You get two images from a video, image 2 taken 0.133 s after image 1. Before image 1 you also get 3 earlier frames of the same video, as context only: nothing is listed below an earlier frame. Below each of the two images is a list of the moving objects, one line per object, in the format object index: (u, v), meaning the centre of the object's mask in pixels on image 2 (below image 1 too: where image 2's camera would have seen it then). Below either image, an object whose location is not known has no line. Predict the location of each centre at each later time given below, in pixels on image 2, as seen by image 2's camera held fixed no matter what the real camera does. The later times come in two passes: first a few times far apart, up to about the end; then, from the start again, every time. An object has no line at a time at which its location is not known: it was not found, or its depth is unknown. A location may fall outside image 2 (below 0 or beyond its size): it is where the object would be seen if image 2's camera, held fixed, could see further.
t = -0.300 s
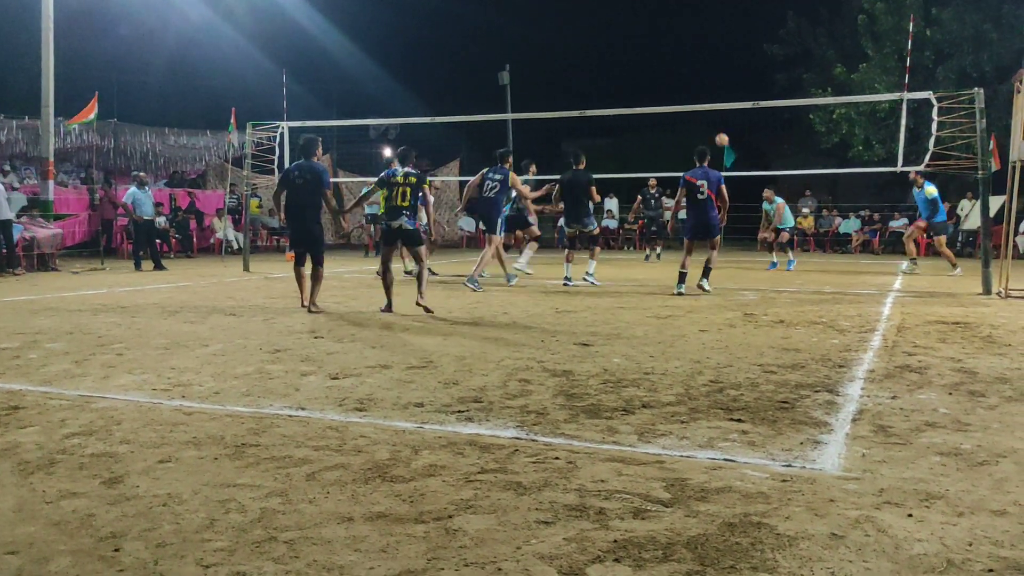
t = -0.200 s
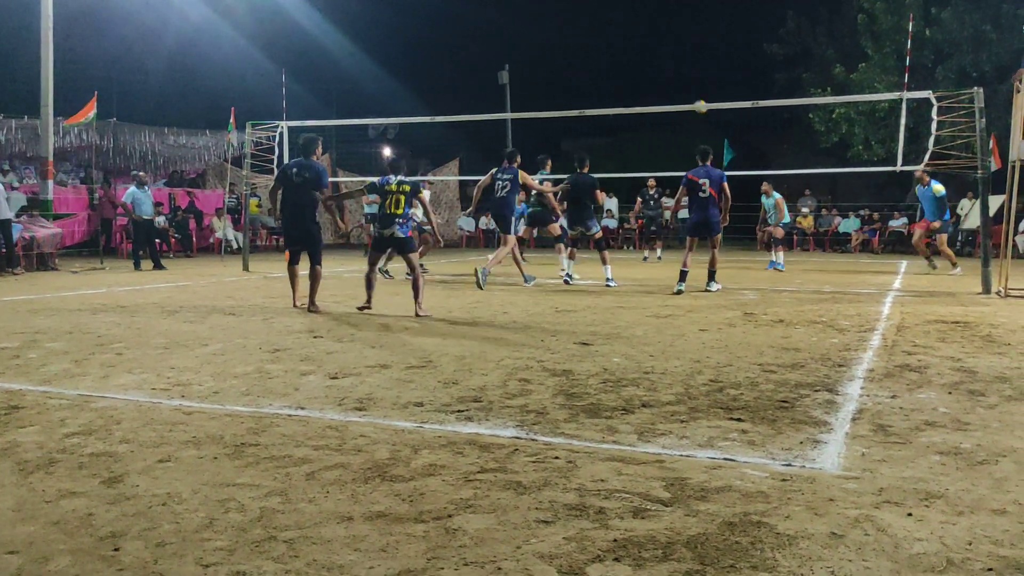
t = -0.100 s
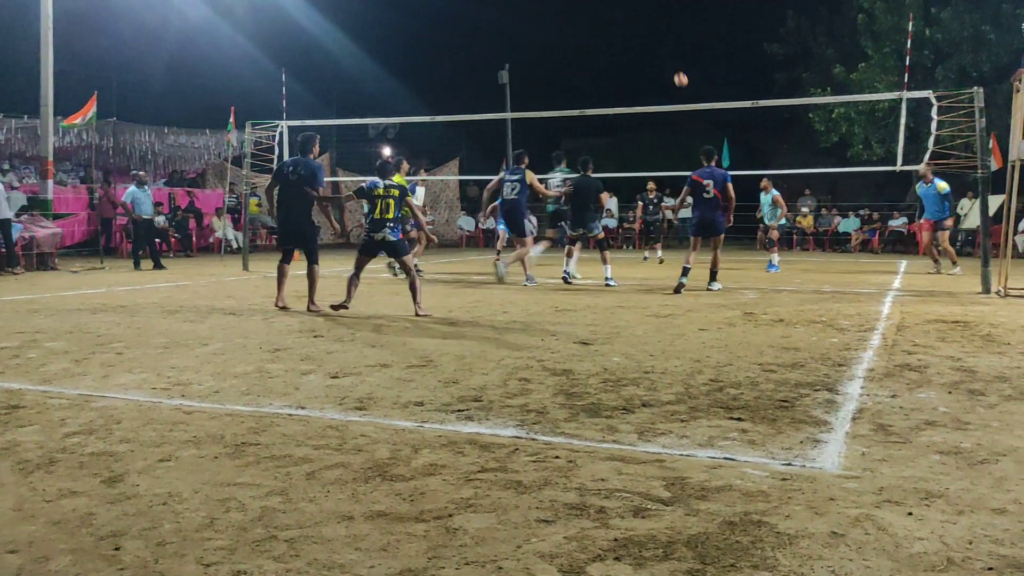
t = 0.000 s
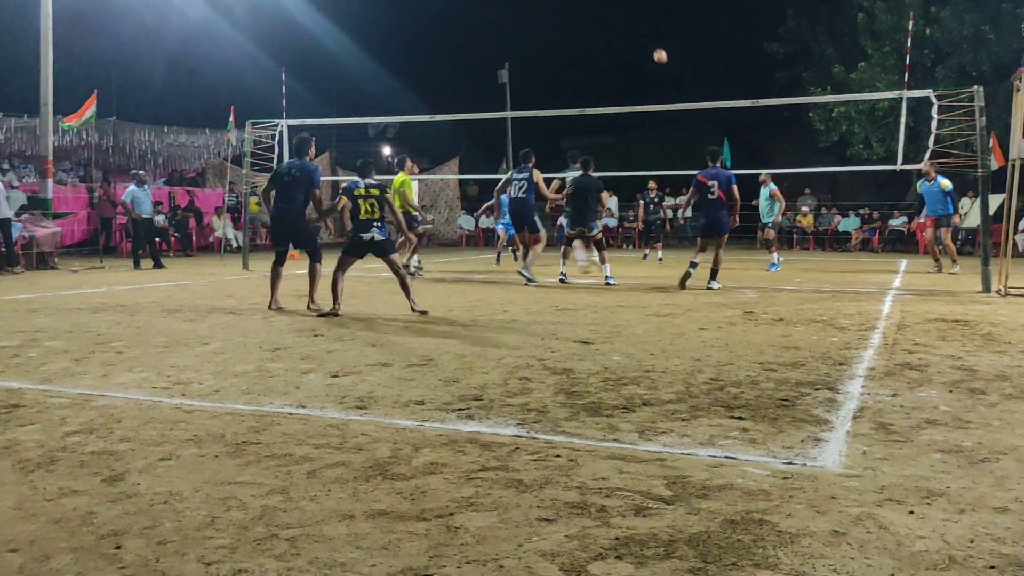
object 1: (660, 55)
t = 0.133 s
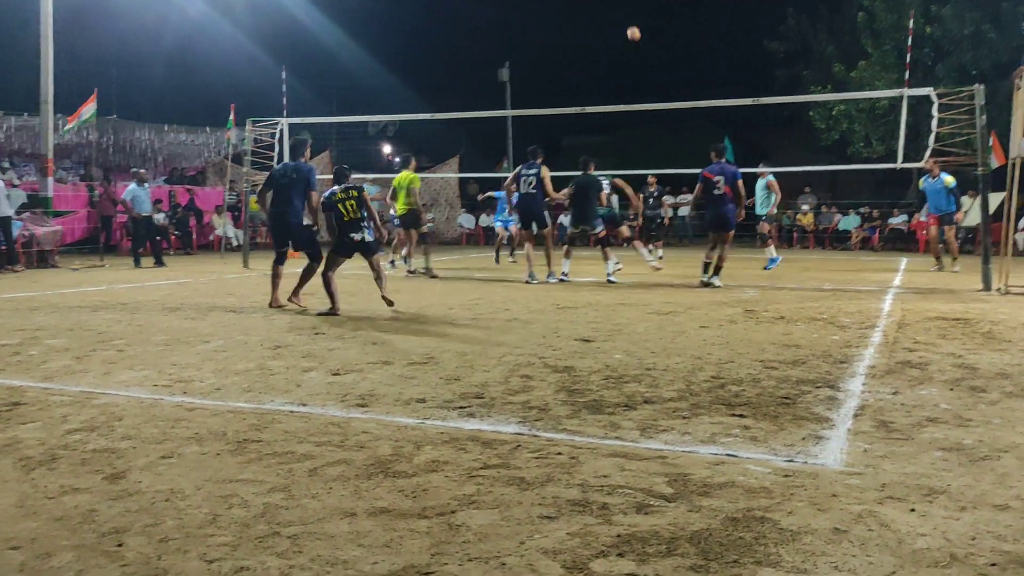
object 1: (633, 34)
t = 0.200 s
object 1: (620, 27)
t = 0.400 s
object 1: (579, 22)
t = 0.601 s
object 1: (539, 40)
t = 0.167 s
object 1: (627, 30)
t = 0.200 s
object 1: (620, 27)
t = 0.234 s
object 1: (613, 25)
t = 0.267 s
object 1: (606, 23)
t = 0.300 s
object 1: (599, 21)
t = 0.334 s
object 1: (592, 21)
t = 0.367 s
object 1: (586, 21)
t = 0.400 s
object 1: (579, 22)
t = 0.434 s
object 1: (572, 23)
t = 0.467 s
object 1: (565, 25)
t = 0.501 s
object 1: (559, 28)
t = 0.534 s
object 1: (552, 32)
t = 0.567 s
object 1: (546, 35)
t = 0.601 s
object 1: (539, 40)
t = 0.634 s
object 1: (532, 45)
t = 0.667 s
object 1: (526, 51)
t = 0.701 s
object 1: (519, 57)
